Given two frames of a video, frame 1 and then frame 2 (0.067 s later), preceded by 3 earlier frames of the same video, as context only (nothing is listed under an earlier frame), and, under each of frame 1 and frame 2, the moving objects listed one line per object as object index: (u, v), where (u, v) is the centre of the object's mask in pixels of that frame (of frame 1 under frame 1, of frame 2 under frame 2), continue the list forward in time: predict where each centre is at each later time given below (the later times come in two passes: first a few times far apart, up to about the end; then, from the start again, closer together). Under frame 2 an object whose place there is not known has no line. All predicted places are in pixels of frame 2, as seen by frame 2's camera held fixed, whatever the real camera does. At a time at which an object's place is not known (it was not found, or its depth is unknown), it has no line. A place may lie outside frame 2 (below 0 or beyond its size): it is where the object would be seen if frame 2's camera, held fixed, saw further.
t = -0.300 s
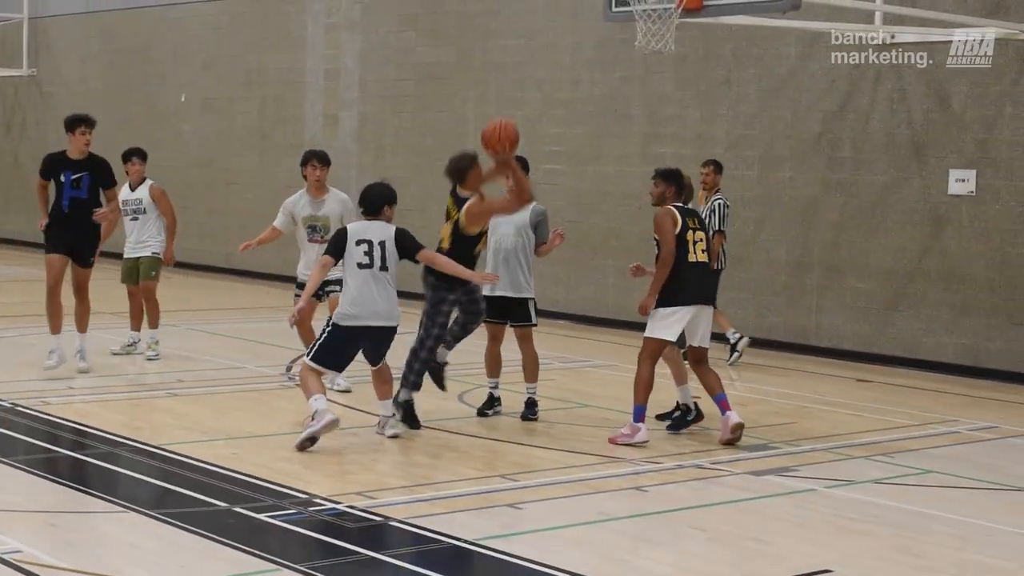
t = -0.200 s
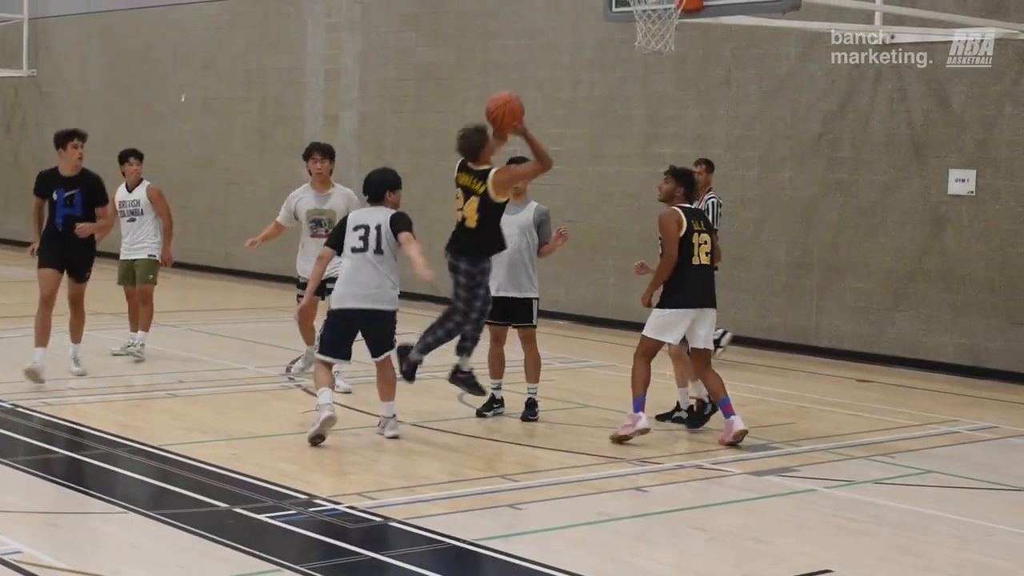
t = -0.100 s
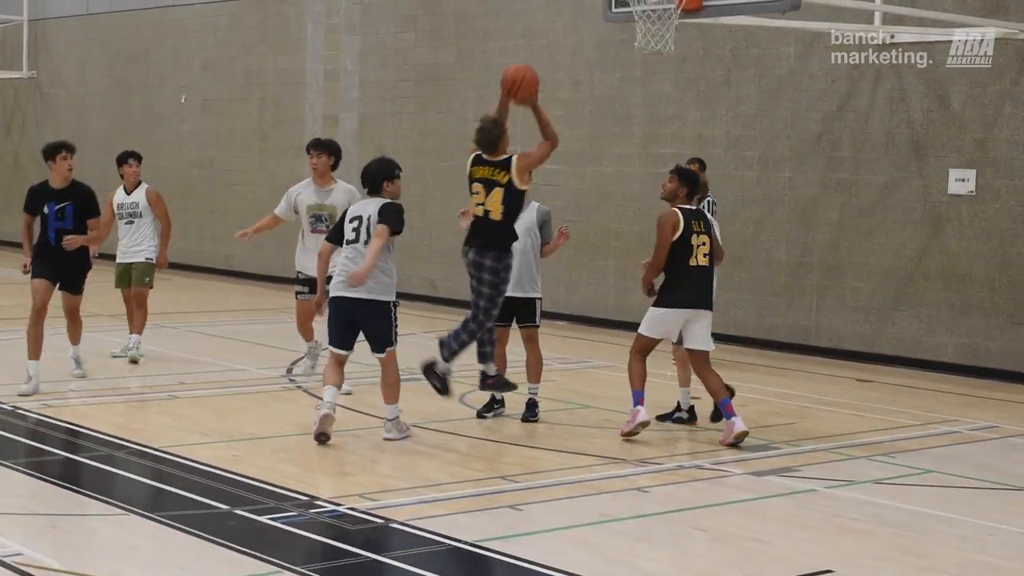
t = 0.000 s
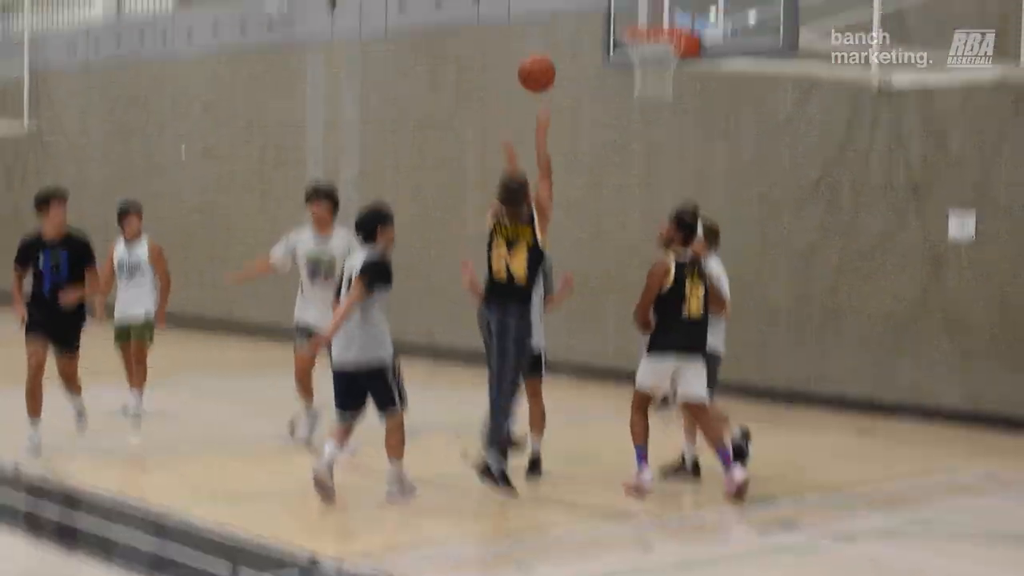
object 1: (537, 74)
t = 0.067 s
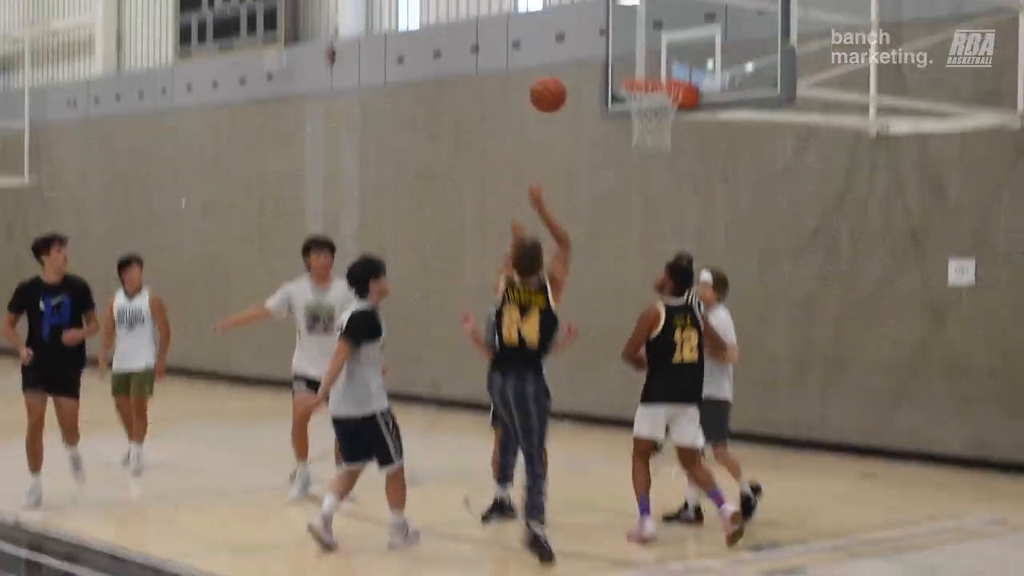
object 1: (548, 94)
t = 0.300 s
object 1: (584, 49)
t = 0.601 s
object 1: (582, 80)
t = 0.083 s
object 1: (551, 88)
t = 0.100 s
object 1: (554, 82)
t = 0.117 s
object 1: (556, 77)
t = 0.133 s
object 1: (559, 73)
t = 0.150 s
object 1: (562, 68)
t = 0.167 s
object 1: (564, 64)
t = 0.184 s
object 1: (566, 61)
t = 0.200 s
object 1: (569, 58)
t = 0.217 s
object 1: (571, 56)
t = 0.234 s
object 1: (574, 54)
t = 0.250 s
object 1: (577, 52)
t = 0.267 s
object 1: (579, 51)
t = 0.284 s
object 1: (581, 50)
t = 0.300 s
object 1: (584, 49)
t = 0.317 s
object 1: (586, 49)
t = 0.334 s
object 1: (589, 50)
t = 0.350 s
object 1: (591, 51)
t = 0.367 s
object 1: (594, 52)
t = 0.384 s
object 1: (596, 53)
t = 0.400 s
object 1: (598, 54)
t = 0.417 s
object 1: (600, 57)
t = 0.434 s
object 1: (602, 60)
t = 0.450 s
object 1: (604, 63)
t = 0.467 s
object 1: (606, 65)
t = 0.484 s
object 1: (608, 69)
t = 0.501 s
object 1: (611, 74)
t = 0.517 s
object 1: (610, 76)
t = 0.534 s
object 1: (605, 77)
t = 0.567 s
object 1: (593, 78)
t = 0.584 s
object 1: (587, 79)
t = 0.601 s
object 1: (582, 80)
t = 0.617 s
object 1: (575, 81)
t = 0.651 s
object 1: (563, 86)
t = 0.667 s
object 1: (557, 89)
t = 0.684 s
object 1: (551, 93)
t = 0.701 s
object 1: (545, 96)
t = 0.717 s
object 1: (539, 100)
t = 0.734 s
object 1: (533, 105)
